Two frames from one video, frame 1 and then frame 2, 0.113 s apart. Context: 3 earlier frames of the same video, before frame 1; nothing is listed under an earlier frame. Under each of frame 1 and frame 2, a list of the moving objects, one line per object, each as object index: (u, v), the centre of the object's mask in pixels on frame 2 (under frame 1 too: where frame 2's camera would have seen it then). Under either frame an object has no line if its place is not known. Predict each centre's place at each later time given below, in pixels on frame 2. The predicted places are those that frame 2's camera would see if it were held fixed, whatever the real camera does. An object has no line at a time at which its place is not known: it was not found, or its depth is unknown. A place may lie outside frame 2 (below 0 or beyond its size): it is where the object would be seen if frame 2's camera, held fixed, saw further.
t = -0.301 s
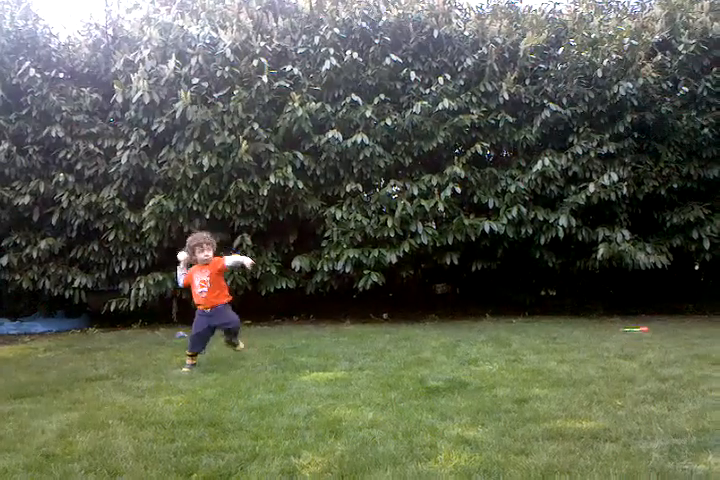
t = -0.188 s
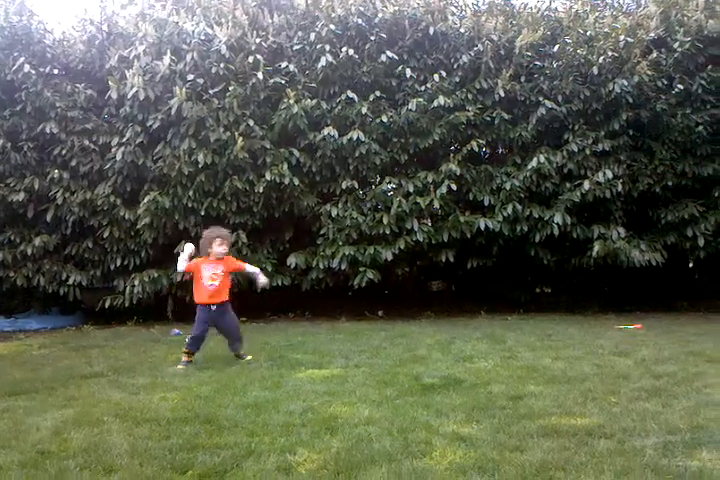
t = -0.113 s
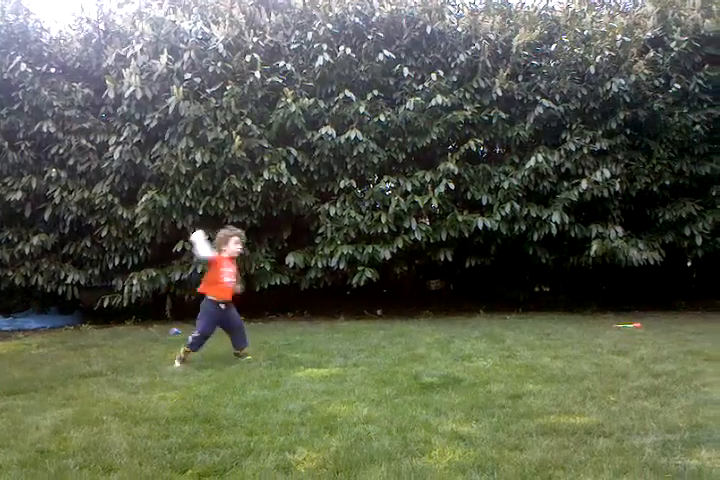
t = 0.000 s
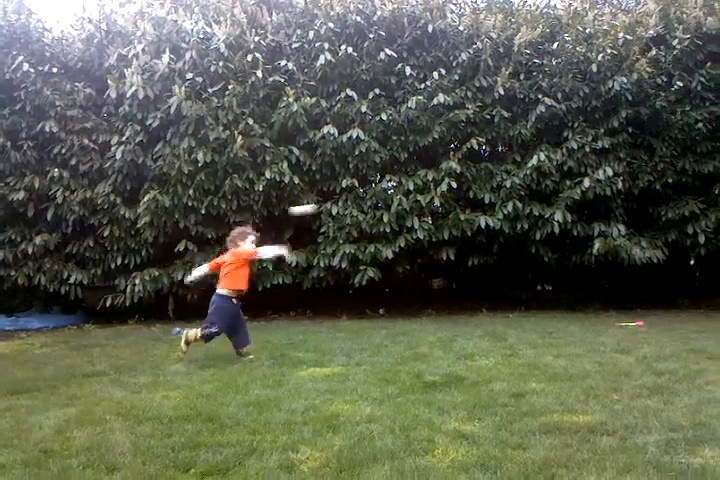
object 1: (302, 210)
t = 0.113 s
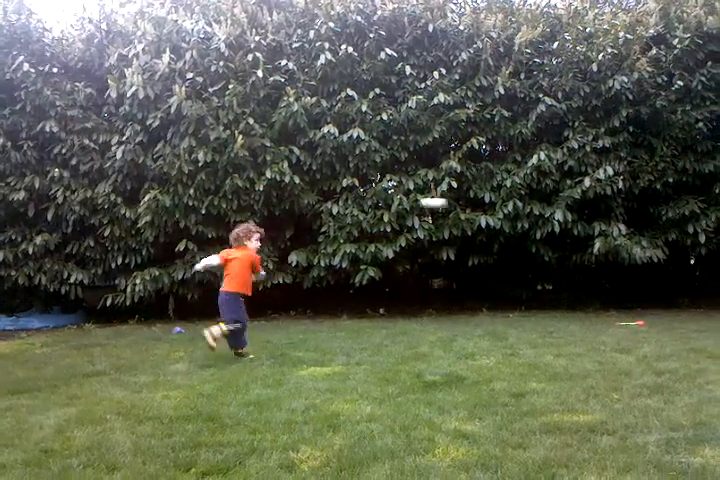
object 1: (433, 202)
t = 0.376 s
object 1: (690, 252)
